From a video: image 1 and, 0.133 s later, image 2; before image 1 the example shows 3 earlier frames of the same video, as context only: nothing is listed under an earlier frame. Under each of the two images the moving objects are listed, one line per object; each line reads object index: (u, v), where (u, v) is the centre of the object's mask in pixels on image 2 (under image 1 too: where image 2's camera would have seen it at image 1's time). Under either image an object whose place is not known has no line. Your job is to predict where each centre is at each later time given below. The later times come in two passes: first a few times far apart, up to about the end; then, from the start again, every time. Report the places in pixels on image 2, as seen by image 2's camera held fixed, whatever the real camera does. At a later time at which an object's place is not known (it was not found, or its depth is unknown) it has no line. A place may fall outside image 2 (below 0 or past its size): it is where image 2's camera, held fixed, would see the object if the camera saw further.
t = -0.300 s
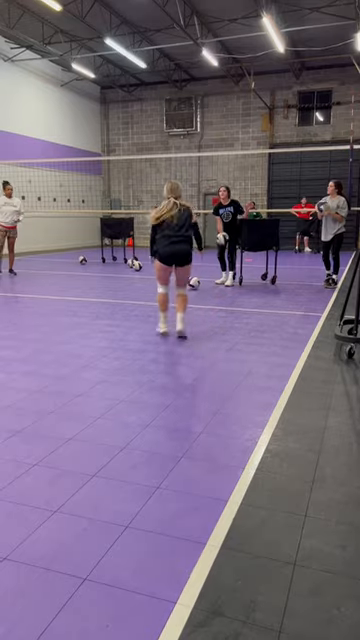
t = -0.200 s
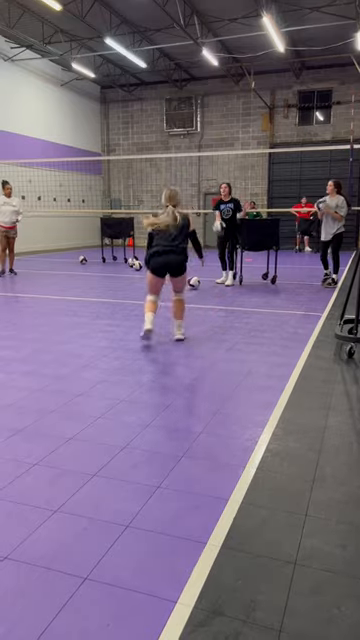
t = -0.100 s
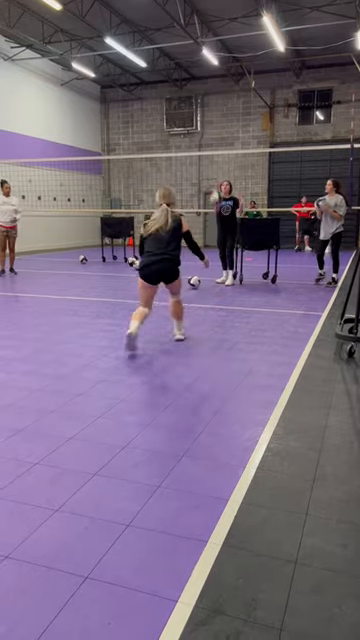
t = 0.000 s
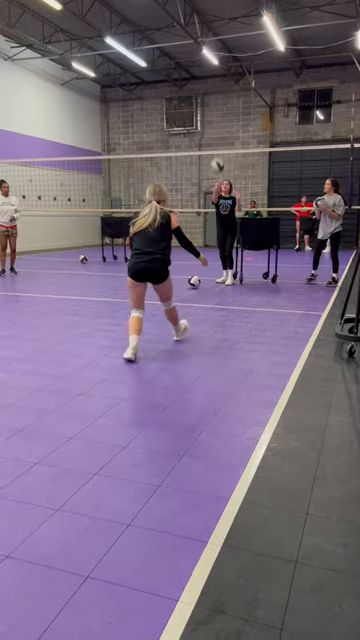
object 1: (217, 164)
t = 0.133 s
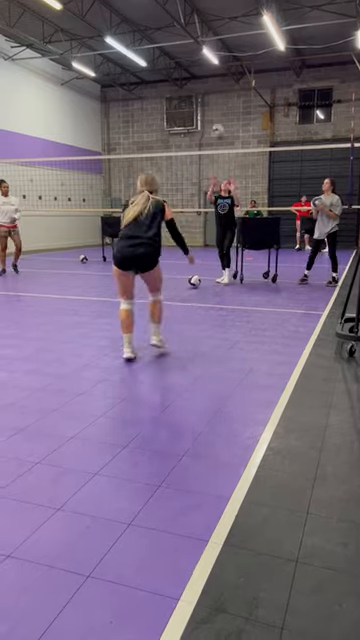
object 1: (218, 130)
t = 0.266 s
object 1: (217, 109)
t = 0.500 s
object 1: (217, 100)
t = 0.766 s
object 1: (217, 132)
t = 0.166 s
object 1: (217, 123)
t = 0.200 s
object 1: (217, 118)
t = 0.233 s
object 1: (217, 113)
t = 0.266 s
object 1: (217, 109)
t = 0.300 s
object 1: (217, 105)
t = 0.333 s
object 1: (217, 103)
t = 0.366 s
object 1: (217, 101)
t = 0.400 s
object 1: (217, 100)
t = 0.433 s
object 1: (217, 100)
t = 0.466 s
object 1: (217, 99)
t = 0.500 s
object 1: (217, 100)
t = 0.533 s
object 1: (217, 102)
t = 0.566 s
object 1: (217, 105)
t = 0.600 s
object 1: (217, 107)
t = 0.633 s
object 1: (217, 112)
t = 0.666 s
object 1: (217, 116)
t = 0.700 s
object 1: (217, 122)
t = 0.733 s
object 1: (217, 125)
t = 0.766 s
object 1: (217, 132)
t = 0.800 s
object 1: (217, 140)
